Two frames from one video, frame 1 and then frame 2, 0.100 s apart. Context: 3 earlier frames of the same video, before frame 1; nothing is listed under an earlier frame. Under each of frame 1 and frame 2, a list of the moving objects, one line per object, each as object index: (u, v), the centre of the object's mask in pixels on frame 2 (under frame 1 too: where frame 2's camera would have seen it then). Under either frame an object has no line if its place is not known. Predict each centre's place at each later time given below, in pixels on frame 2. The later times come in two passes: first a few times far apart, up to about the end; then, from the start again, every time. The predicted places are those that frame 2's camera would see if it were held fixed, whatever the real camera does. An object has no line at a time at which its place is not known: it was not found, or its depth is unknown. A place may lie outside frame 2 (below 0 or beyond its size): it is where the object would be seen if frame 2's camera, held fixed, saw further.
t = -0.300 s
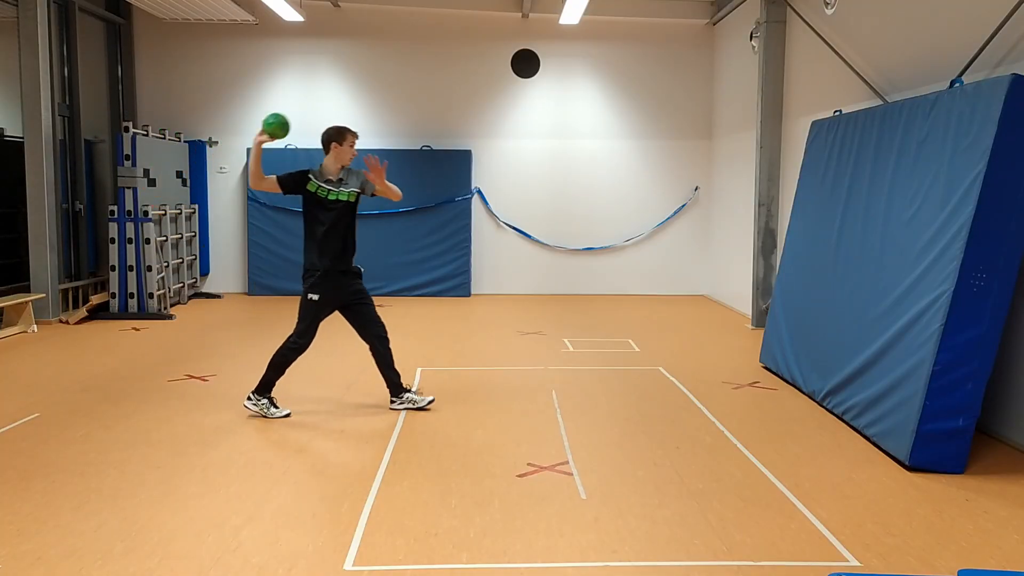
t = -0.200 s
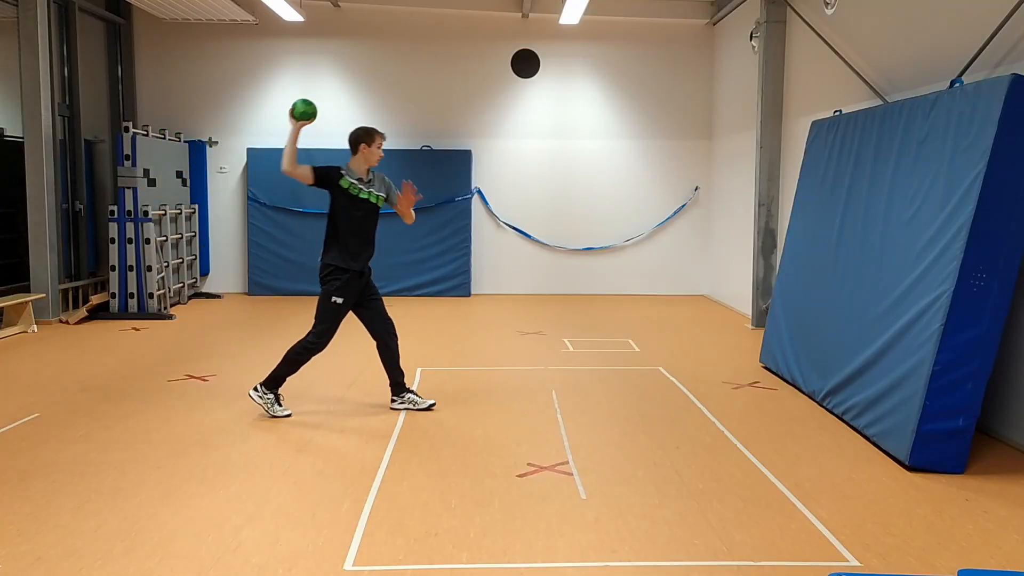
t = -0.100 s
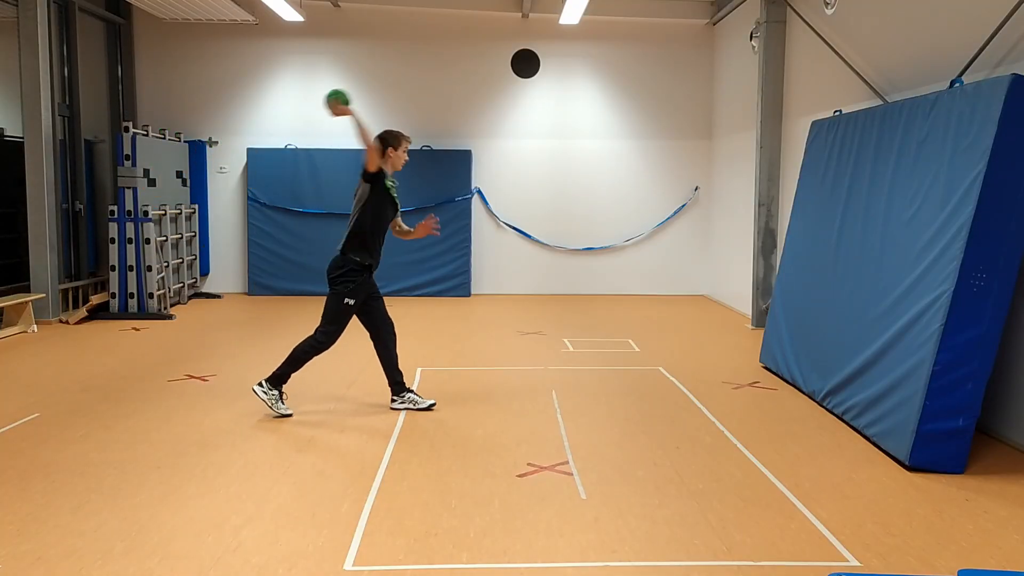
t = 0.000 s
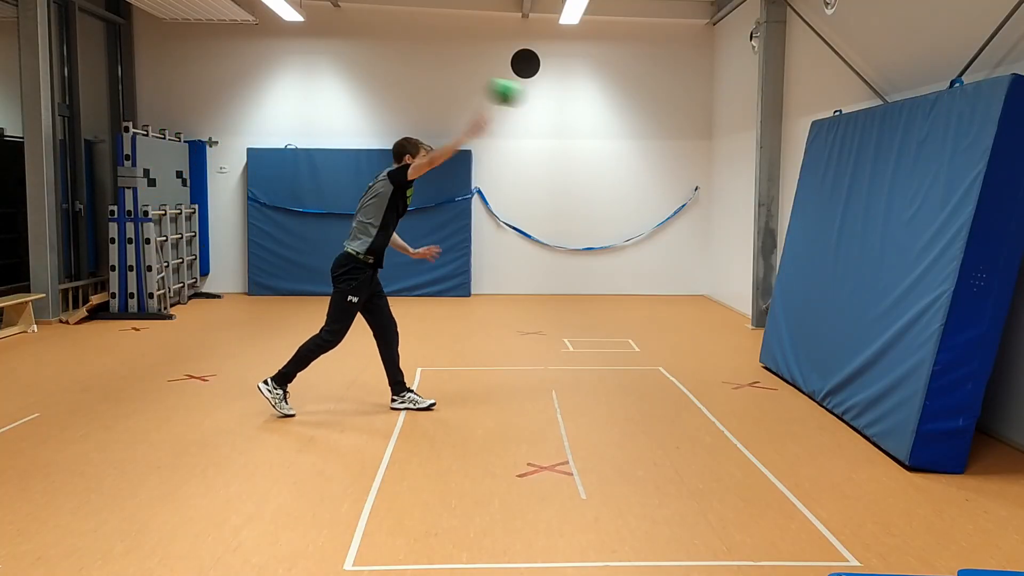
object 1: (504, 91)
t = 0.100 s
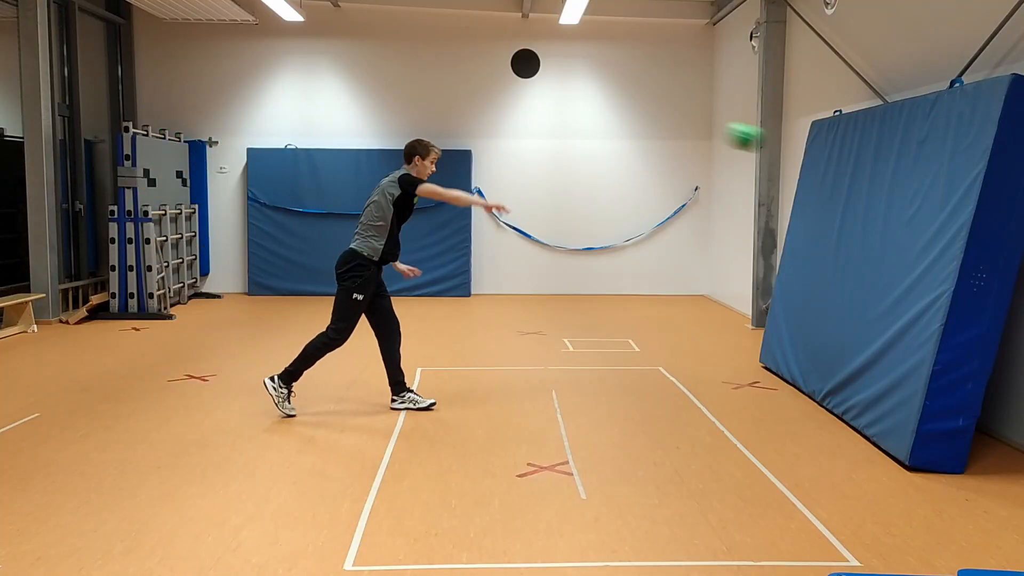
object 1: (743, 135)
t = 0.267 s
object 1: (850, 175)
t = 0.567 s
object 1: (681, 268)
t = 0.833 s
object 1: (551, 385)
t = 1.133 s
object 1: (459, 301)
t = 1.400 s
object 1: (378, 345)
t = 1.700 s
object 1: (290, 364)
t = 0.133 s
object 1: (823, 154)
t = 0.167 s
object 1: (902, 176)
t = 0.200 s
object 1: (888, 174)
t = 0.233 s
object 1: (868, 173)
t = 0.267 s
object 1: (850, 175)
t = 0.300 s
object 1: (831, 178)
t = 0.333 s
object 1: (812, 183)
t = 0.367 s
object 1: (794, 190)
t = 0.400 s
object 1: (774, 198)
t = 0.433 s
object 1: (756, 208)
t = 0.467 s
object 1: (737, 221)
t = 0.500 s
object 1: (718, 234)
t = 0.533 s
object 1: (700, 251)
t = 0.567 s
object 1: (681, 268)
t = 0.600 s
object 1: (663, 287)
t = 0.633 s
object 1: (644, 308)
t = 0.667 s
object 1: (627, 330)
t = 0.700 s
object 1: (609, 354)
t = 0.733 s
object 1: (591, 380)
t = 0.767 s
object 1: (573, 407)
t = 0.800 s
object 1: (561, 402)
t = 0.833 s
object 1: (551, 385)
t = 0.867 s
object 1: (541, 369)
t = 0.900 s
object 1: (531, 355)
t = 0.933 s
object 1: (521, 342)
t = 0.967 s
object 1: (511, 331)
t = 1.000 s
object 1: (501, 321)
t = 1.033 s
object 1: (490, 313)
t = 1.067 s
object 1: (480, 307)
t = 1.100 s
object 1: (469, 303)
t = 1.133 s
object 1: (459, 301)
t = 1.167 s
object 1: (449, 301)
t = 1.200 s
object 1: (439, 302)
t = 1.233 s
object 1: (429, 305)
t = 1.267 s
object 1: (419, 309)
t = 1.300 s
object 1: (409, 315)
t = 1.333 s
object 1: (399, 323)
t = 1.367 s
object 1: (388, 333)
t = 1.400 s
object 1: (378, 345)
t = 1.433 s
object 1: (368, 358)
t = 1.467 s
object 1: (358, 373)
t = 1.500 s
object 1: (349, 390)
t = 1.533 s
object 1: (339, 409)
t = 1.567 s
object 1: (329, 400)
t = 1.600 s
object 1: (320, 388)
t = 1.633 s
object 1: (310, 378)
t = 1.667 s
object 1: (300, 370)
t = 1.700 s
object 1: (290, 364)
